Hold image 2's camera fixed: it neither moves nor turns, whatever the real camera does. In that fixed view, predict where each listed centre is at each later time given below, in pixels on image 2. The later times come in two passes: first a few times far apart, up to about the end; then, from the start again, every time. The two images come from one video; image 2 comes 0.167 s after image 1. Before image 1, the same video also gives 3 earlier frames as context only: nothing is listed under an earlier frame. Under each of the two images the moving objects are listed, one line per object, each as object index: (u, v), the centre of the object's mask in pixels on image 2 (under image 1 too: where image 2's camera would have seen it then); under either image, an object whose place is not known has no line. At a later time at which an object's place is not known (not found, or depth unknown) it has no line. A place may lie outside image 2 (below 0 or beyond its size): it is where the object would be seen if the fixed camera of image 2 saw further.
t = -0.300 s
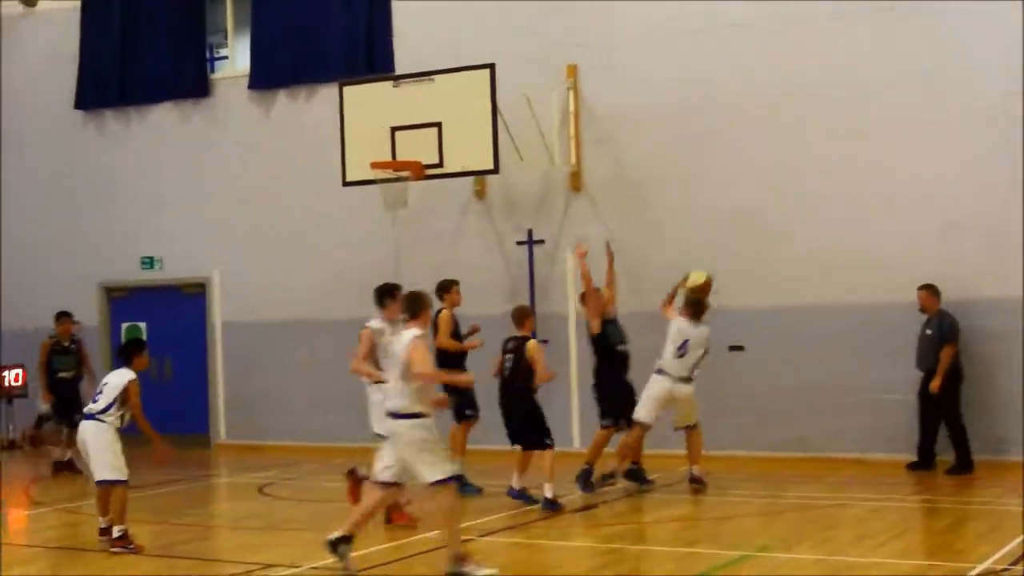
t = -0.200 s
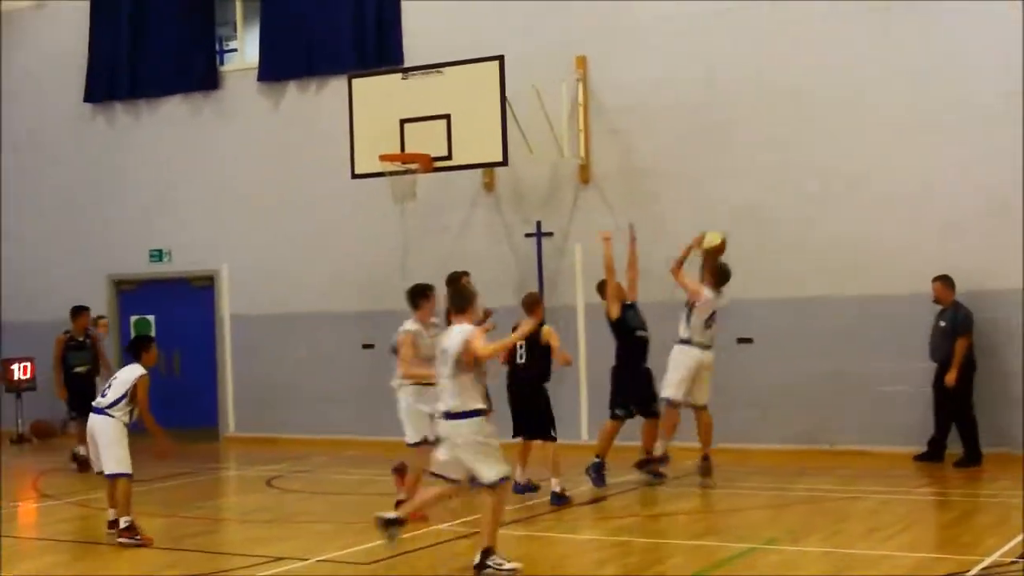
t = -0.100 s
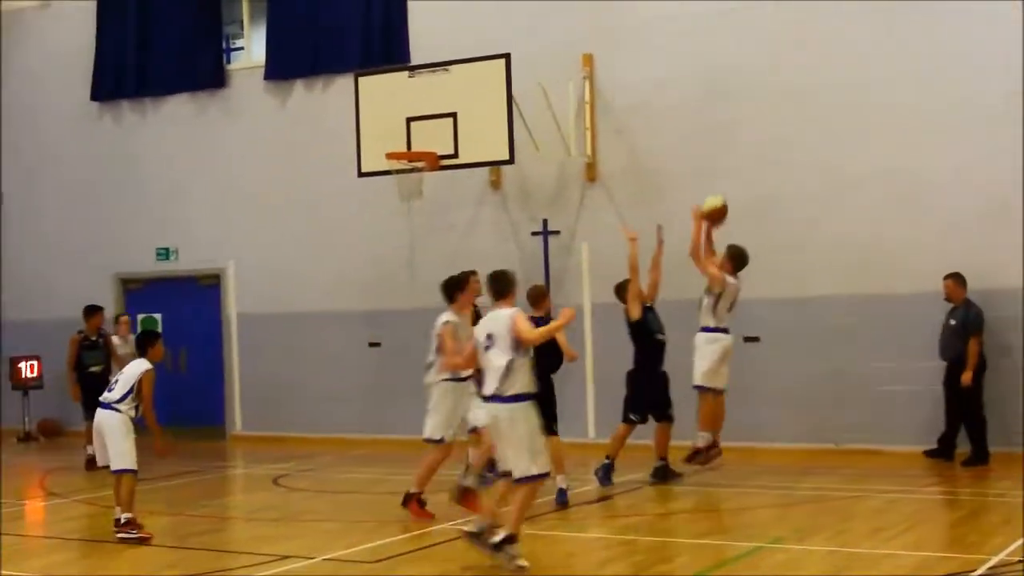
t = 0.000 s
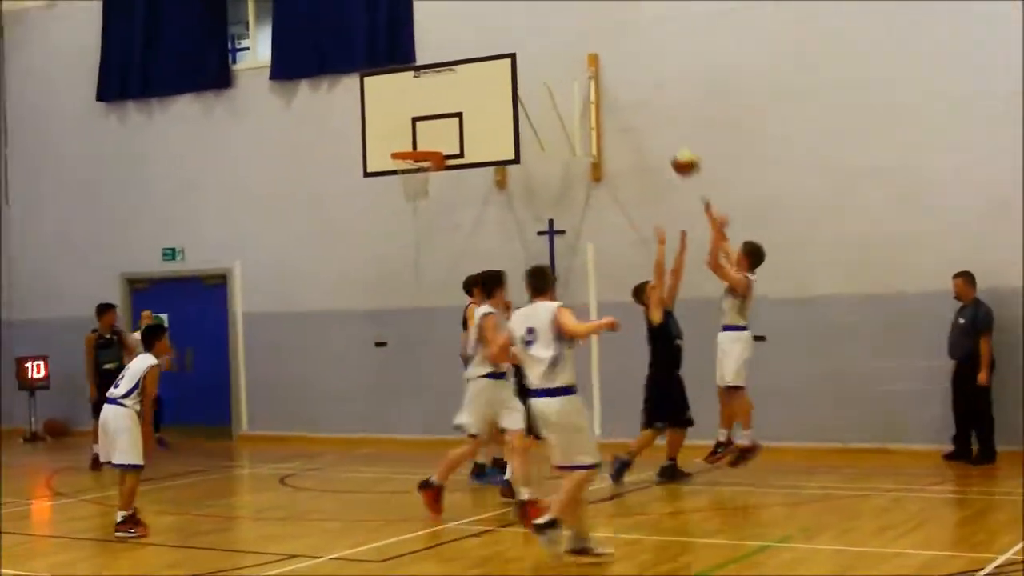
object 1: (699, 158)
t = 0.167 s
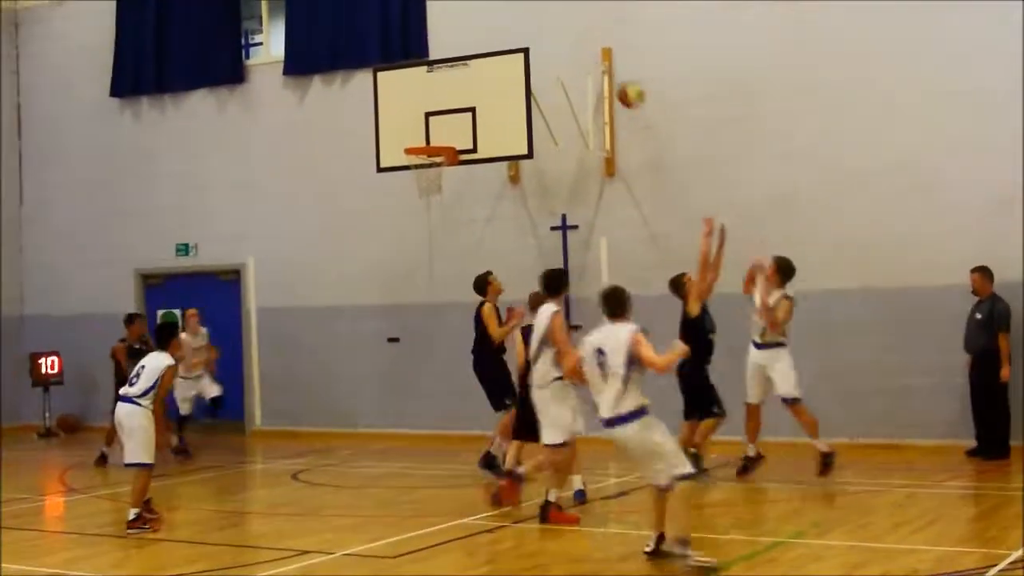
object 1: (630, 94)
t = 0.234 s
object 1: (606, 77)
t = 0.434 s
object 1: (532, 62)
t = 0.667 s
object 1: (451, 98)
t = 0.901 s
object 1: (413, 117)
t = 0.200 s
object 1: (620, 87)
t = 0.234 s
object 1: (606, 77)
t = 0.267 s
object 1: (593, 72)
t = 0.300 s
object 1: (580, 68)
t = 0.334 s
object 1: (567, 65)
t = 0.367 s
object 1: (555, 63)
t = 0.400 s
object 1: (544, 62)
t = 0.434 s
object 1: (532, 62)
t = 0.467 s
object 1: (521, 62)
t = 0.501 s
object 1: (508, 66)
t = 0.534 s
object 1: (497, 70)
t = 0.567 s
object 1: (486, 75)
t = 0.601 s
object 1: (474, 81)
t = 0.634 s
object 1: (463, 90)
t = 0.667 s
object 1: (451, 98)
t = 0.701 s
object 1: (441, 108)
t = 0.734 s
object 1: (429, 118)
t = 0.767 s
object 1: (418, 128)
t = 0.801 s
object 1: (409, 138)
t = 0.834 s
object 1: (409, 132)
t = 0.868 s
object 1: (411, 125)
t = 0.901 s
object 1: (413, 117)
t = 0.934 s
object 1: (414, 108)
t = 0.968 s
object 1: (416, 102)
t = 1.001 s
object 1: (417, 98)
